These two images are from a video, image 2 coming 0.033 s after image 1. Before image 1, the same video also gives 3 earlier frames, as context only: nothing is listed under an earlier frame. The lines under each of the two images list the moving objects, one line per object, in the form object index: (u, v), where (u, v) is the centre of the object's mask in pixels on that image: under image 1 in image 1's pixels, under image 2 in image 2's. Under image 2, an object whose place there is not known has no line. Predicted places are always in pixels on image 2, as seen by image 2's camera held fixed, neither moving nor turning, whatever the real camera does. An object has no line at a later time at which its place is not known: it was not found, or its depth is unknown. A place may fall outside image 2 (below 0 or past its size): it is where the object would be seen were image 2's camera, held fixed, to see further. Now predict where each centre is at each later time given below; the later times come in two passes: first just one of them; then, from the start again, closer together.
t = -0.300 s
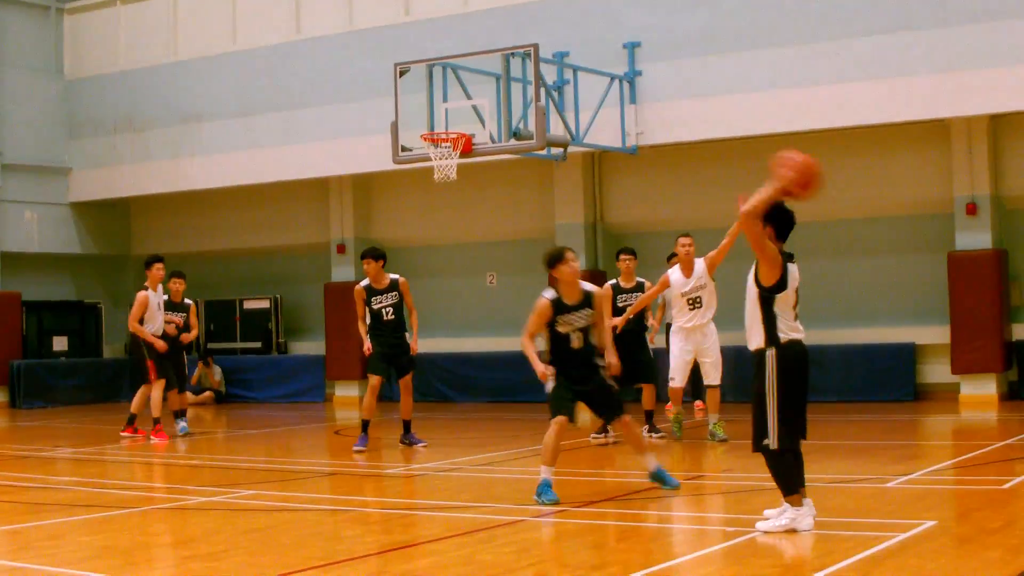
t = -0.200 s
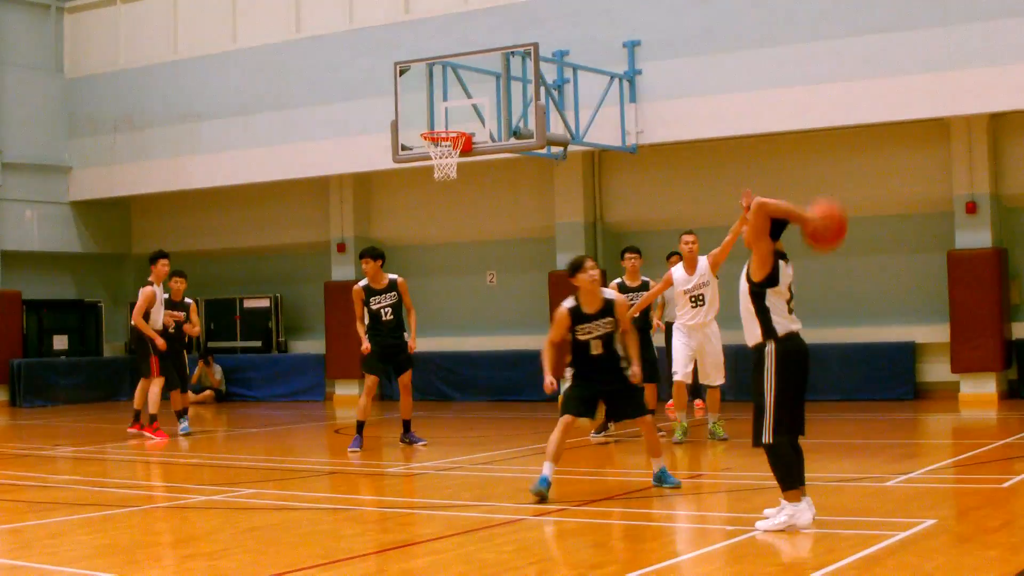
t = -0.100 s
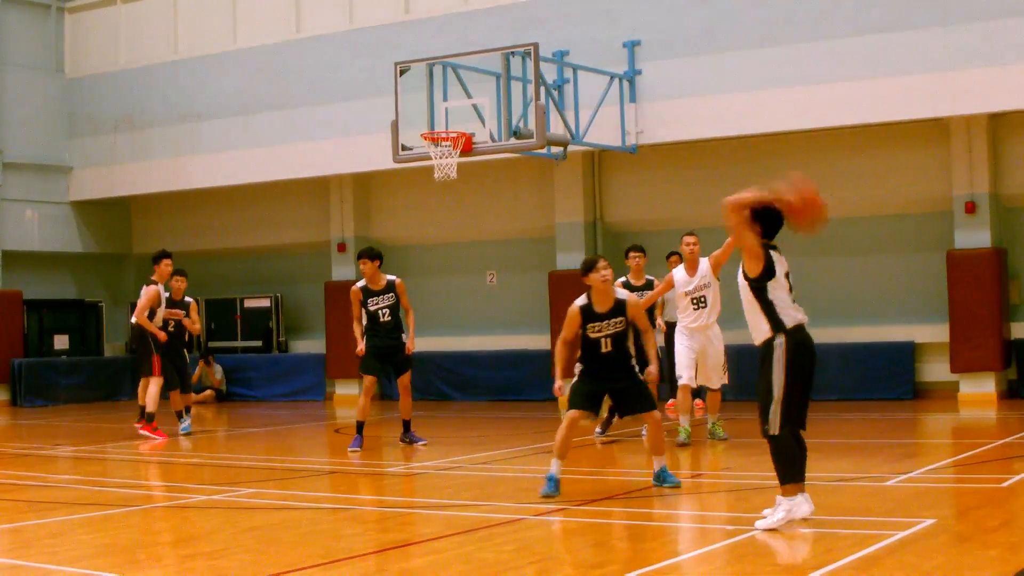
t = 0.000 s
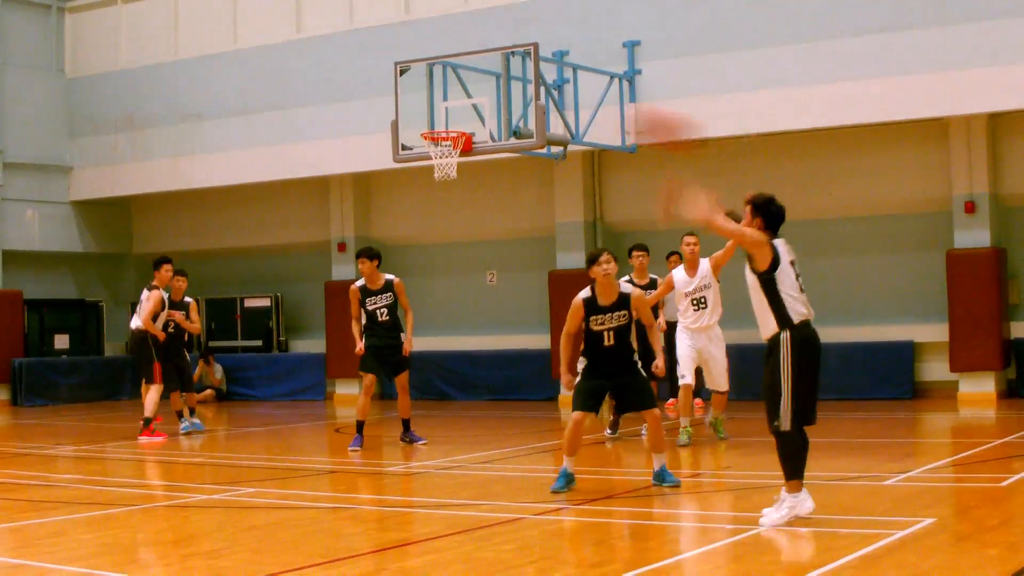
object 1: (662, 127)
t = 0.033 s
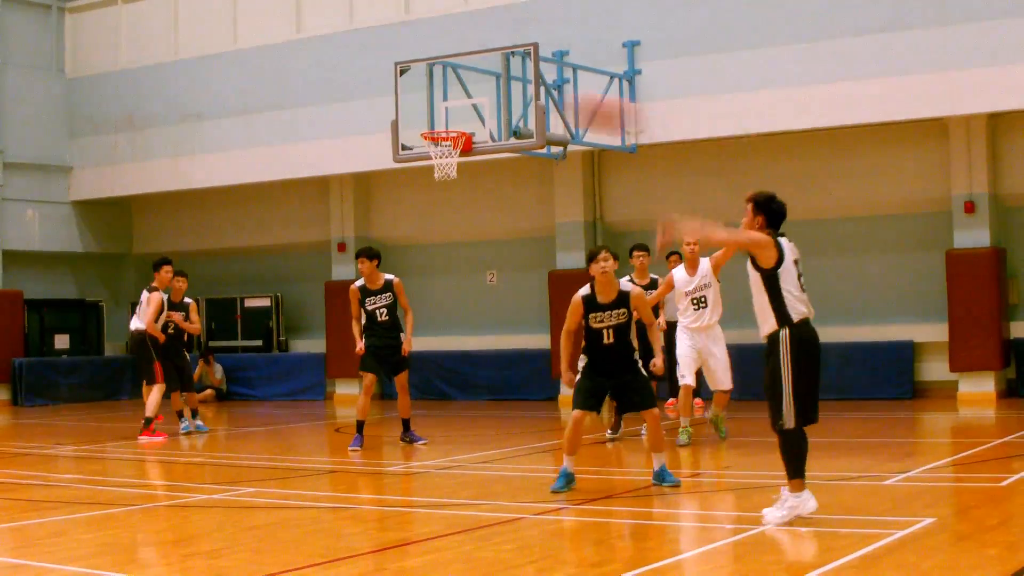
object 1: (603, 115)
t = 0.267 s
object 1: (252, 80)
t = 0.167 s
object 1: (387, 82)
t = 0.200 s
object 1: (339, 78)
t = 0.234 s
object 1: (295, 79)
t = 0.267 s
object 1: (252, 80)
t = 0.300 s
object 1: (211, 83)
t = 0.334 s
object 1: (172, 86)
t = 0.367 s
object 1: (135, 93)
